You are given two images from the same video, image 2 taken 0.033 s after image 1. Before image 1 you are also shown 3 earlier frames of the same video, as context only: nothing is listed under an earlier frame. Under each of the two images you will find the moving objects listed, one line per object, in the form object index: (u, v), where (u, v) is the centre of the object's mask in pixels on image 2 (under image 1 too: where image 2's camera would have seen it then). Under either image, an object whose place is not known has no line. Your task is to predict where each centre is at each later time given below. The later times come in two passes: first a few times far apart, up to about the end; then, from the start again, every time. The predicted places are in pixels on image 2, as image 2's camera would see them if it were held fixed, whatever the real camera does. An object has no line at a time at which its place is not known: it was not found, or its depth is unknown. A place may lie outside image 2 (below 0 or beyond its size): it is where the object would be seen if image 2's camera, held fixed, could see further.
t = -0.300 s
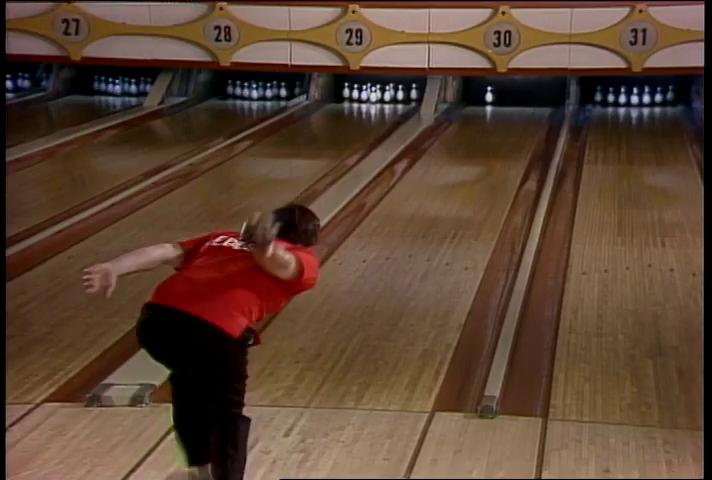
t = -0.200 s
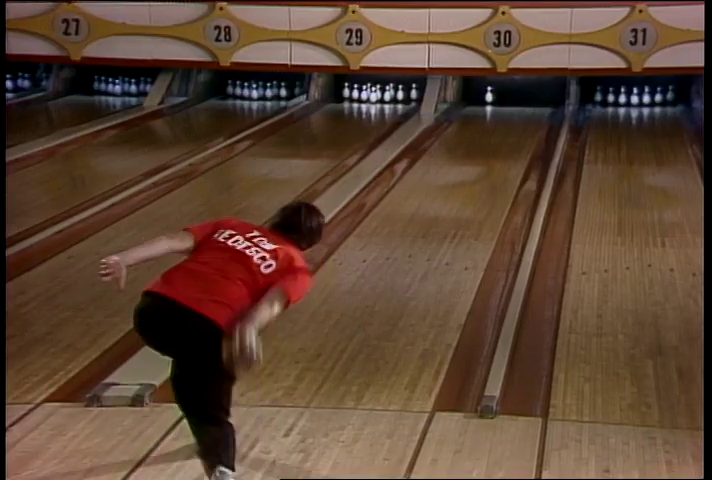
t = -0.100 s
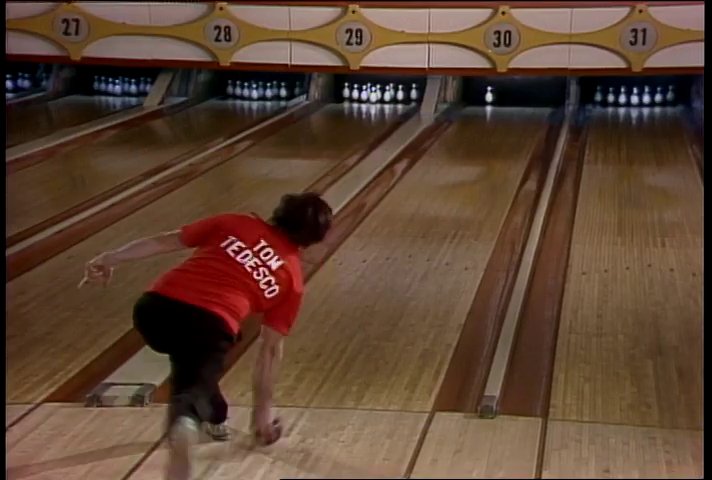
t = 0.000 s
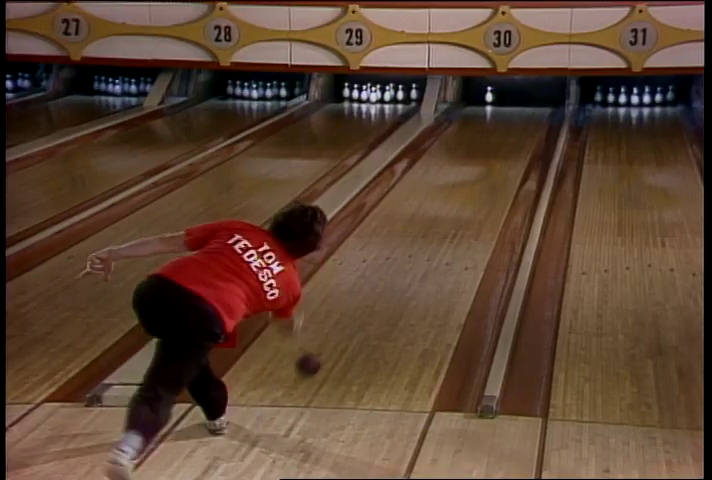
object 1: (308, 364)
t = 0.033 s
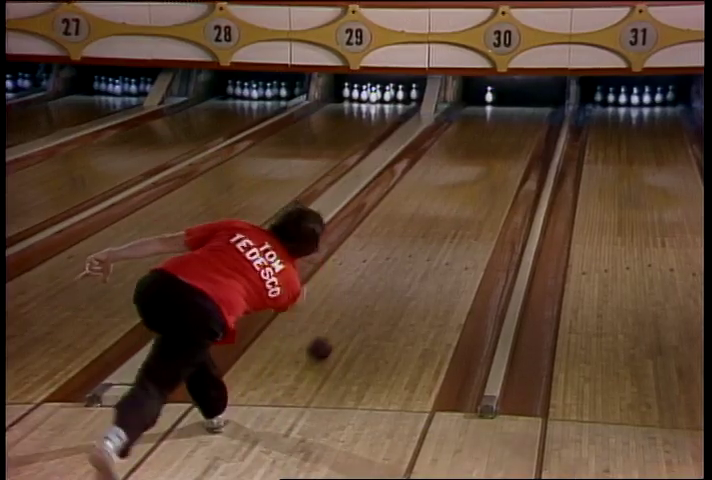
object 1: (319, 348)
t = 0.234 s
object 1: (372, 266)
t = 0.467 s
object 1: (412, 207)
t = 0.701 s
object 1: (440, 166)
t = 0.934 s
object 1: (460, 138)
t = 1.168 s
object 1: (475, 115)
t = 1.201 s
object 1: (480, 113)
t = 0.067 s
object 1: (330, 330)
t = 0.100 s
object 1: (339, 314)
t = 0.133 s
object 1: (349, 302)
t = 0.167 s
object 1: (357, 290)
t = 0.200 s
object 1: (364, 276)
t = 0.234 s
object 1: (372, 266)
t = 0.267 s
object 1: (379, 256)
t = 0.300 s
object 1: (385, 247)
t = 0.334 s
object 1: (391, 238)
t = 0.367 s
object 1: (397, 230)
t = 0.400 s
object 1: (402, 221)
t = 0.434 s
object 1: (407, 214)
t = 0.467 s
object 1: (412, 207)
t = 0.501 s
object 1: (417, 200)
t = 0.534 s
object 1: (421, 194)
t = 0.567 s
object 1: (425, 188)
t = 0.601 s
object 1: (428, 182)
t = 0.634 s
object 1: (432, 176)
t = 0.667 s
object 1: (436, 171)
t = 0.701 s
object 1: (440, 166)
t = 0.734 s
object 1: (443, 161)
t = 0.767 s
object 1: (446, 158)
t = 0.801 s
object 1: (450, 152)
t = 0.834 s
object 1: (452, 149)
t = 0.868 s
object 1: (454, 145)
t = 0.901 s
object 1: (457, 142)
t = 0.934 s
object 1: (460, 138)
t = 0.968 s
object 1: (462, 134)
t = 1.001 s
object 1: (465, 130)
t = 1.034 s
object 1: (467, 128)
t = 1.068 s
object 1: (471, 125)
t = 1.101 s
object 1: (471, 122)
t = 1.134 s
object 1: (473, 120)
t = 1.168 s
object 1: (475, 115)
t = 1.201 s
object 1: (480, 113)
